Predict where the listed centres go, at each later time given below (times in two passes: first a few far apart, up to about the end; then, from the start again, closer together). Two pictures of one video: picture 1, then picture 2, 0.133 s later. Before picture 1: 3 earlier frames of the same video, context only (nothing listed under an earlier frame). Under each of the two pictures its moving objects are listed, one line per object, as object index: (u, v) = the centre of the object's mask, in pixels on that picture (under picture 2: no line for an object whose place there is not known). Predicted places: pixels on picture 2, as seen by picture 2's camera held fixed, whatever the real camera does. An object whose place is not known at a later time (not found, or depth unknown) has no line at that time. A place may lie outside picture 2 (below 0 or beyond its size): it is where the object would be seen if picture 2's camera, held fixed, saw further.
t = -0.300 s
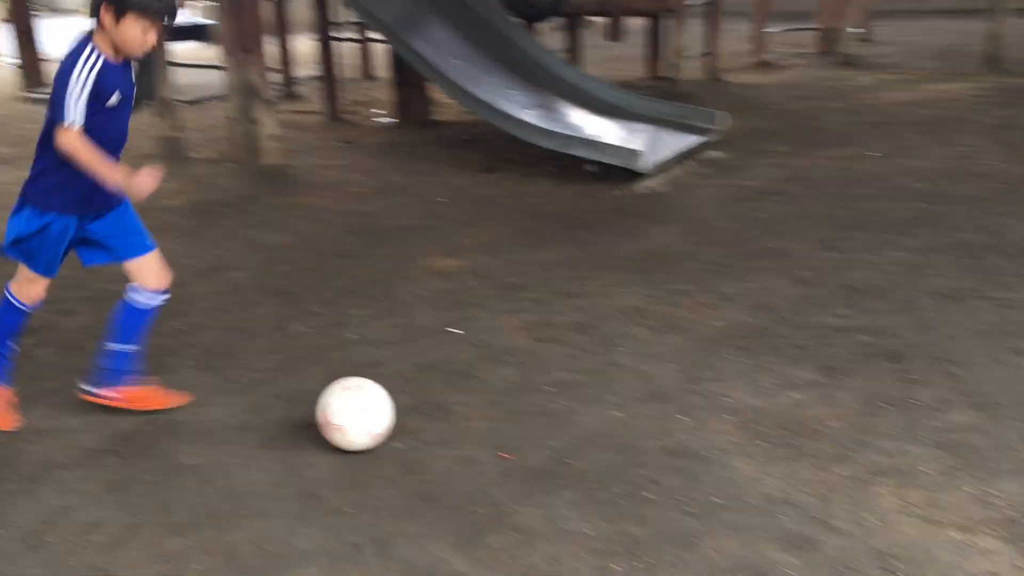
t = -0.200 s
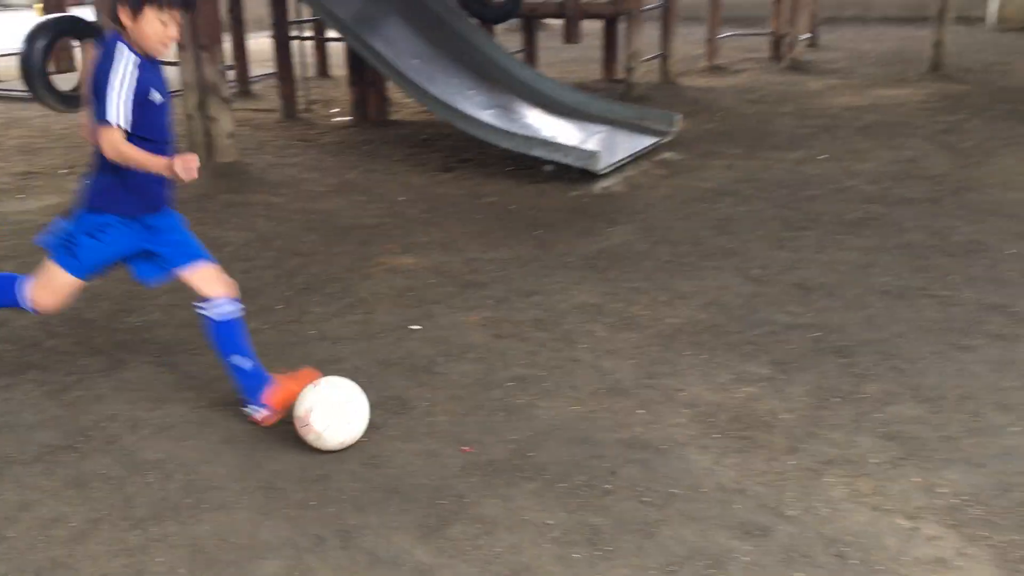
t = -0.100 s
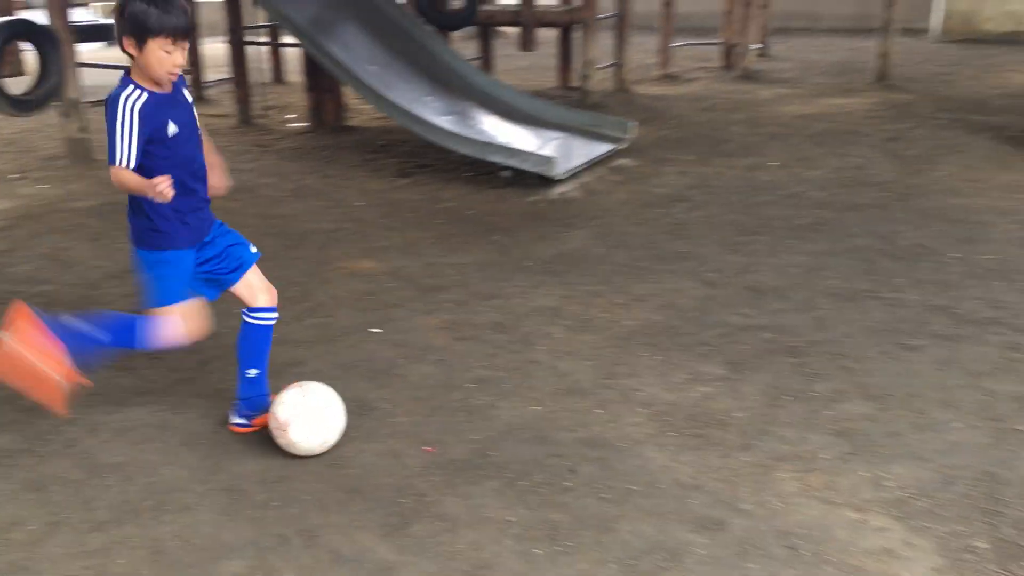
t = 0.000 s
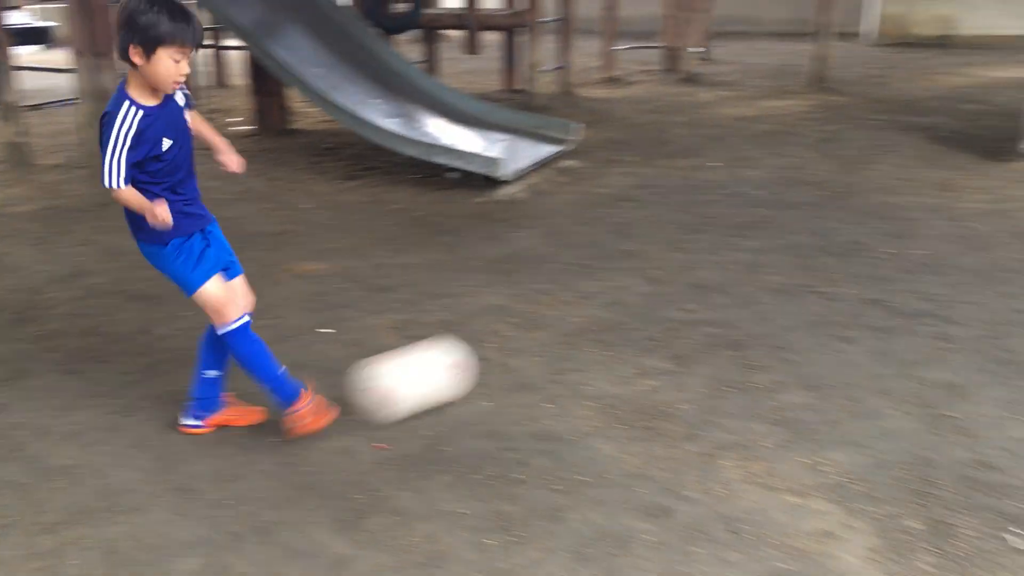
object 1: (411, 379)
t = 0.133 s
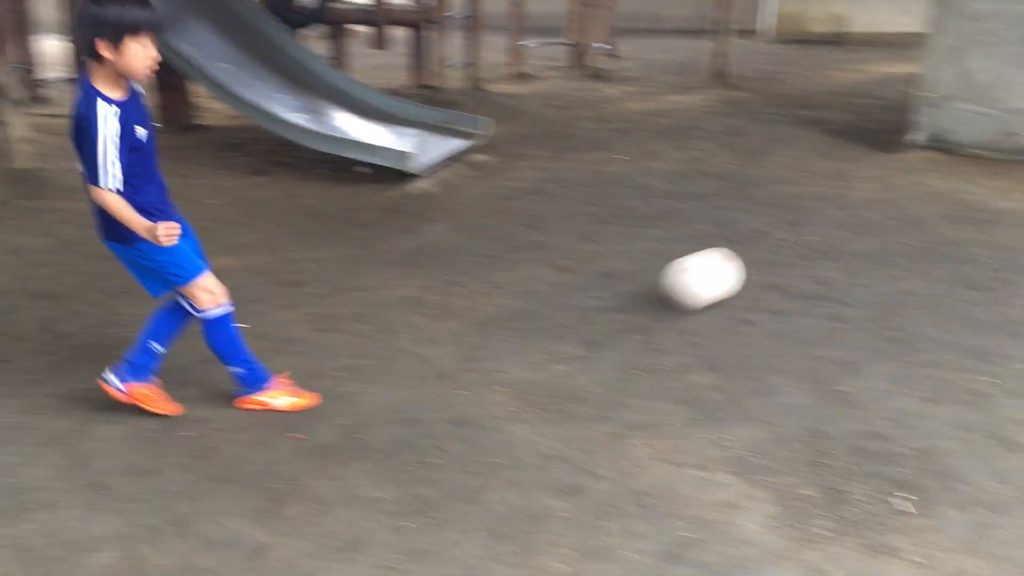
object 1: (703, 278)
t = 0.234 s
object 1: (890, 237)
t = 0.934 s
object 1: (1086, 12)
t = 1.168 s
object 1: (993, 148)
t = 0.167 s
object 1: (773, 267)
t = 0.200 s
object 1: (835, 253)
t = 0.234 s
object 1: (890, 237)
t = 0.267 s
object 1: (941, 225)
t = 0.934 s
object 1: (1086, 12)
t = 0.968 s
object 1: (1078, 18)
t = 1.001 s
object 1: (1066, 30)
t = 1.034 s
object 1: (1054, 44)
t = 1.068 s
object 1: (1041, 62)
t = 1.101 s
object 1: (1026, 87)
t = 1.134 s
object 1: (1010, 114)
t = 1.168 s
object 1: (993, 148)
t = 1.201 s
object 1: (974, 186)
